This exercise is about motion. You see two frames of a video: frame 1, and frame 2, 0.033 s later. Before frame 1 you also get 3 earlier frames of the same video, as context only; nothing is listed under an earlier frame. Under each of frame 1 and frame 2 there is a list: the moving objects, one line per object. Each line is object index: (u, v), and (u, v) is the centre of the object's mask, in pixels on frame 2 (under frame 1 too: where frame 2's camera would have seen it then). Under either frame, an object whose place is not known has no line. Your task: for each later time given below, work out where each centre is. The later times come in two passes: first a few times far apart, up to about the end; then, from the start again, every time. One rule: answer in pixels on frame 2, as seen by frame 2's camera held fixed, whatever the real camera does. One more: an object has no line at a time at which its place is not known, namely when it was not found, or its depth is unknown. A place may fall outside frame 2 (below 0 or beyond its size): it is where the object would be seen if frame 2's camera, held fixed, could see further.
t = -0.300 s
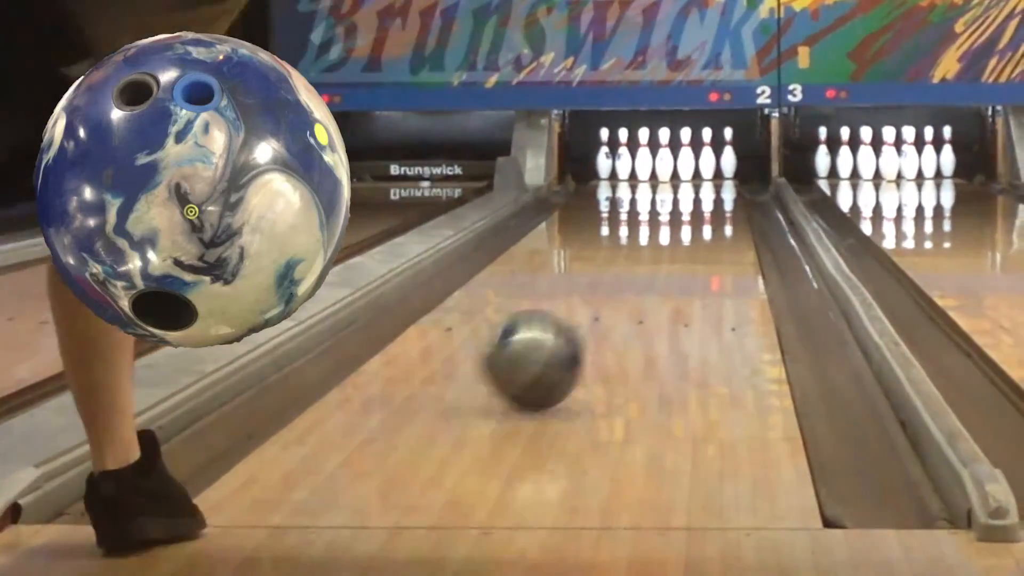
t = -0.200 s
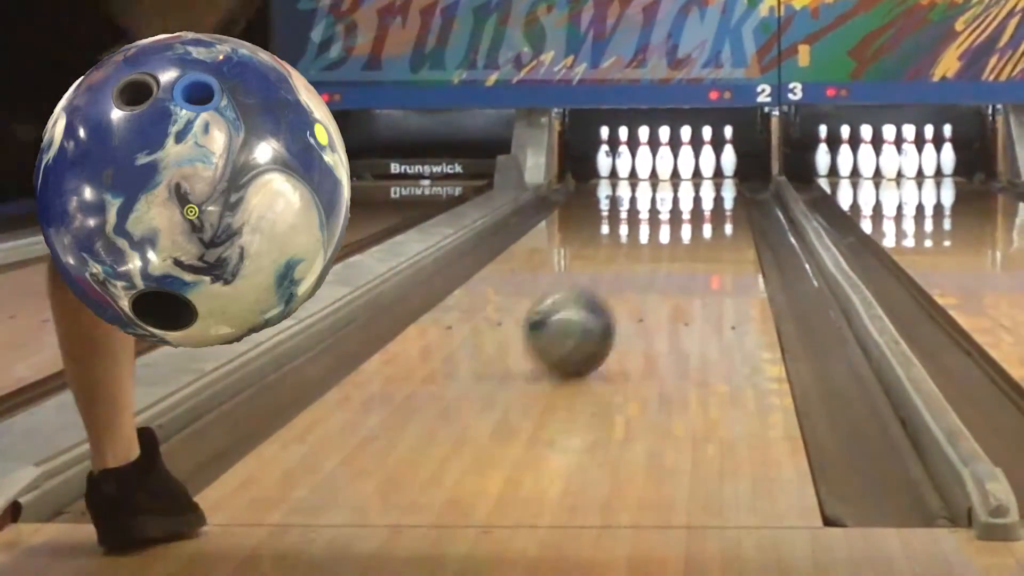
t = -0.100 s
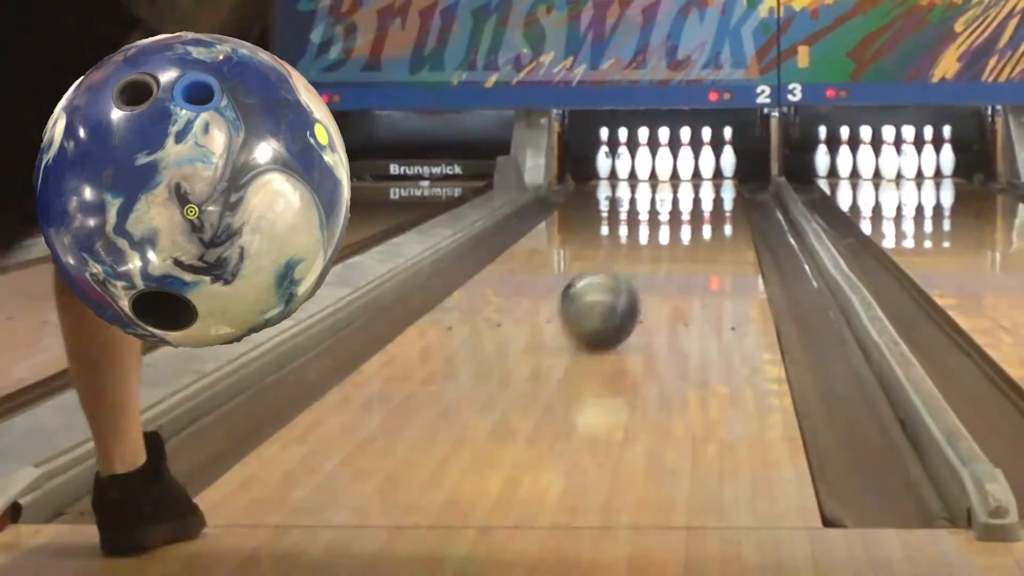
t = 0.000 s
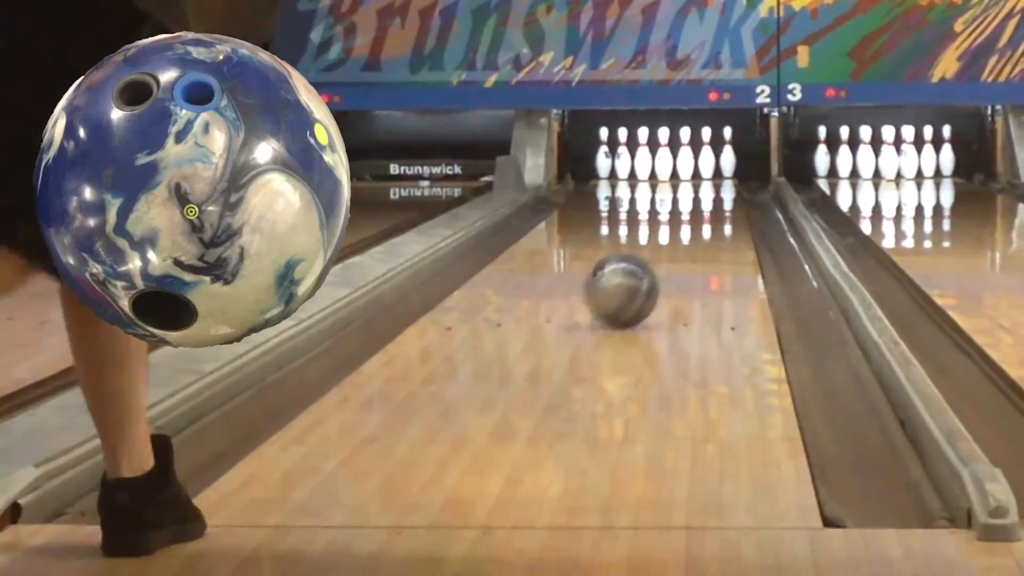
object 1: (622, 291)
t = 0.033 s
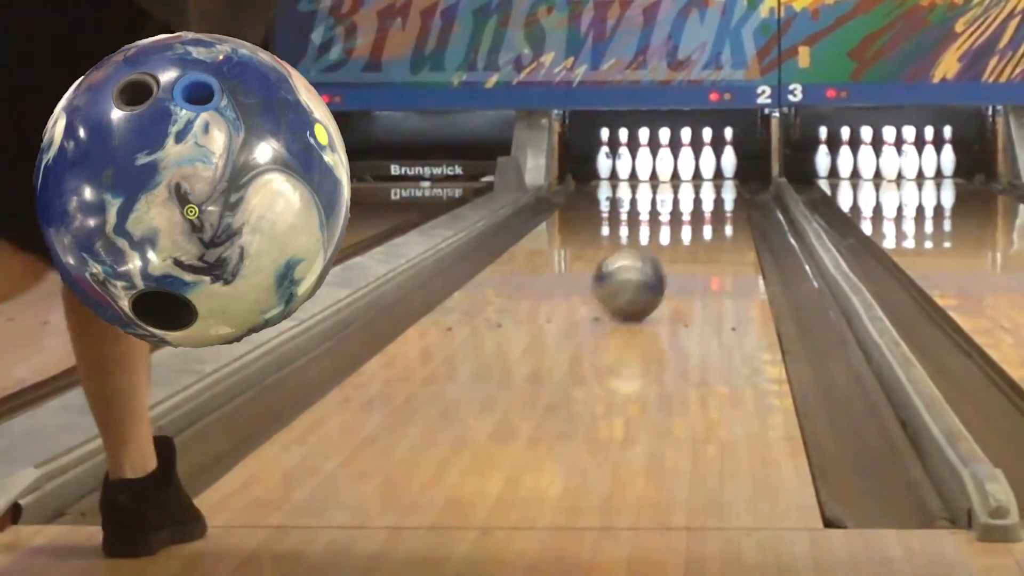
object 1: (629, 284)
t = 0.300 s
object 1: (670, 248)
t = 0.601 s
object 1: (698, 220)
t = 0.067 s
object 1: (636, 280)
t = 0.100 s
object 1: (641, 275)
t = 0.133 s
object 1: (647, 270)
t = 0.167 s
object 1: (652, 265)
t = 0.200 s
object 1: (657, 261)
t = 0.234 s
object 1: (662, 257)
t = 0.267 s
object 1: (667, 253)
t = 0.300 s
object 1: (670, 248)
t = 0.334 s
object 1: (674, 245)
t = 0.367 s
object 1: (677, 241)
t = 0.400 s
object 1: (680, 238)
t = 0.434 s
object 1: (684, 235)
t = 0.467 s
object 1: (687, 232)
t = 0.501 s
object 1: (690, 229)
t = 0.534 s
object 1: (692, 226)
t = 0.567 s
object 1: (695, 223)
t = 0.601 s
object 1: (698, 220)
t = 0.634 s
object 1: (700, 218)
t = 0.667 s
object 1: (701, 216)
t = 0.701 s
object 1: (703, 214)
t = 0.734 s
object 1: (704, 211)
